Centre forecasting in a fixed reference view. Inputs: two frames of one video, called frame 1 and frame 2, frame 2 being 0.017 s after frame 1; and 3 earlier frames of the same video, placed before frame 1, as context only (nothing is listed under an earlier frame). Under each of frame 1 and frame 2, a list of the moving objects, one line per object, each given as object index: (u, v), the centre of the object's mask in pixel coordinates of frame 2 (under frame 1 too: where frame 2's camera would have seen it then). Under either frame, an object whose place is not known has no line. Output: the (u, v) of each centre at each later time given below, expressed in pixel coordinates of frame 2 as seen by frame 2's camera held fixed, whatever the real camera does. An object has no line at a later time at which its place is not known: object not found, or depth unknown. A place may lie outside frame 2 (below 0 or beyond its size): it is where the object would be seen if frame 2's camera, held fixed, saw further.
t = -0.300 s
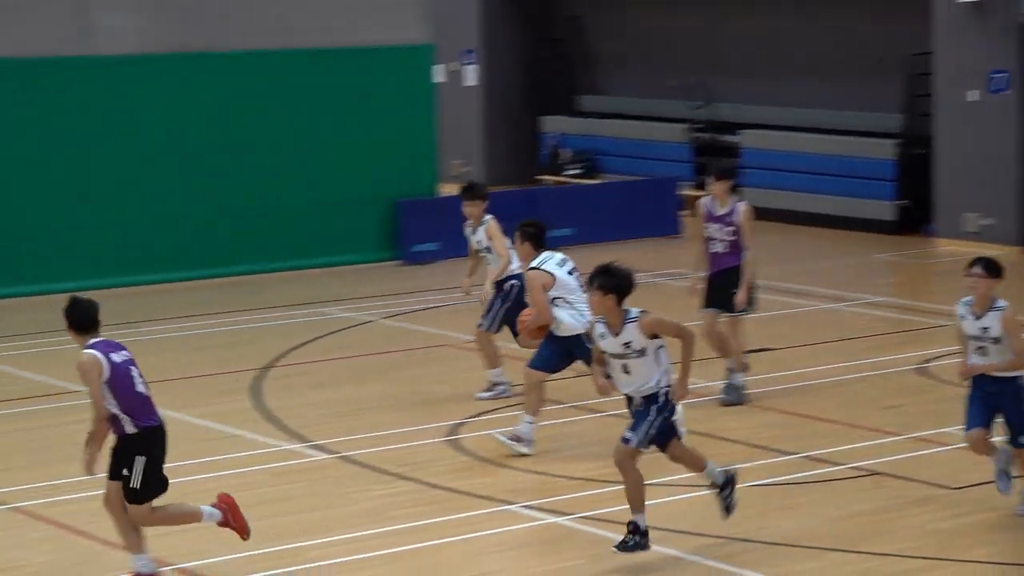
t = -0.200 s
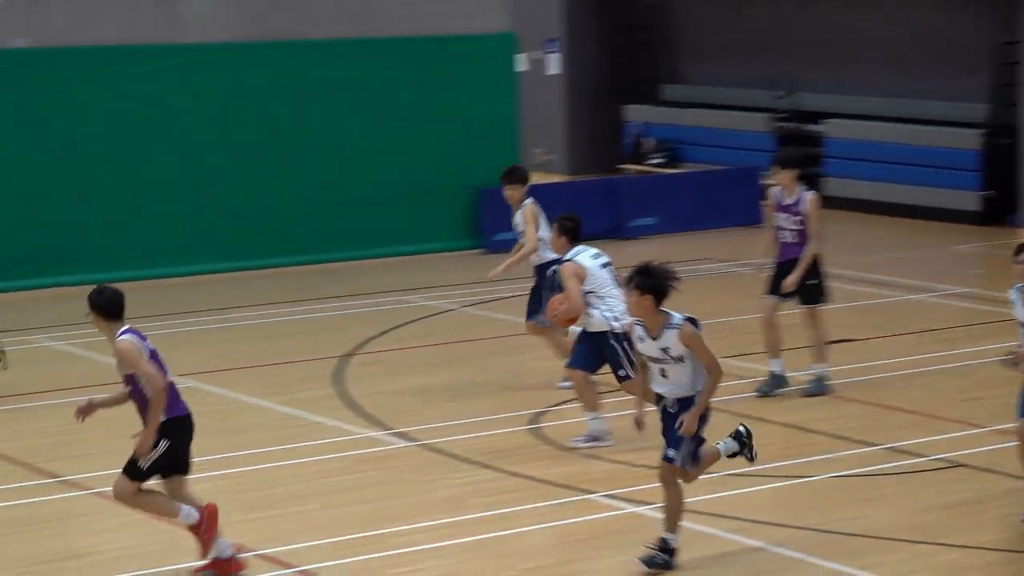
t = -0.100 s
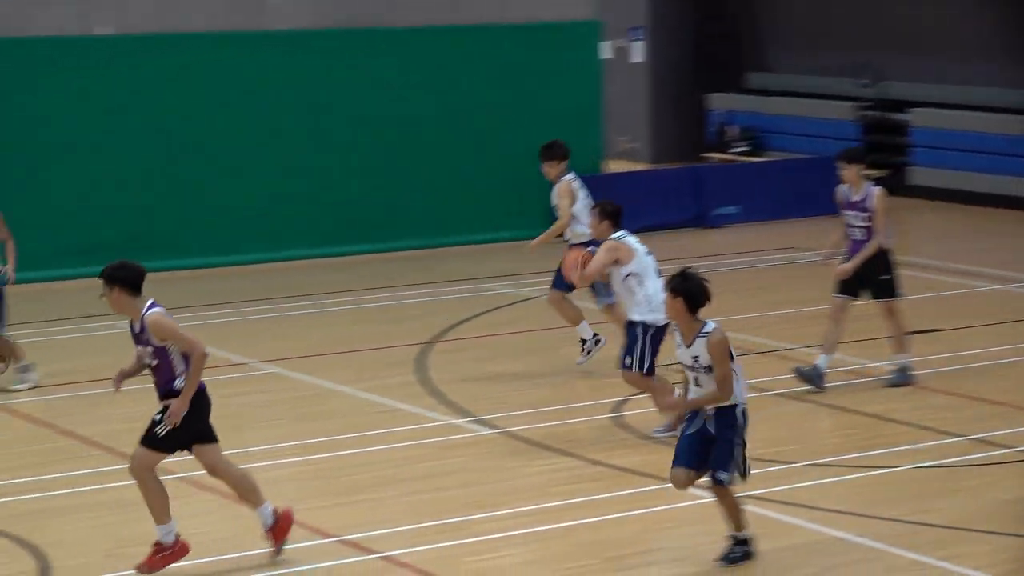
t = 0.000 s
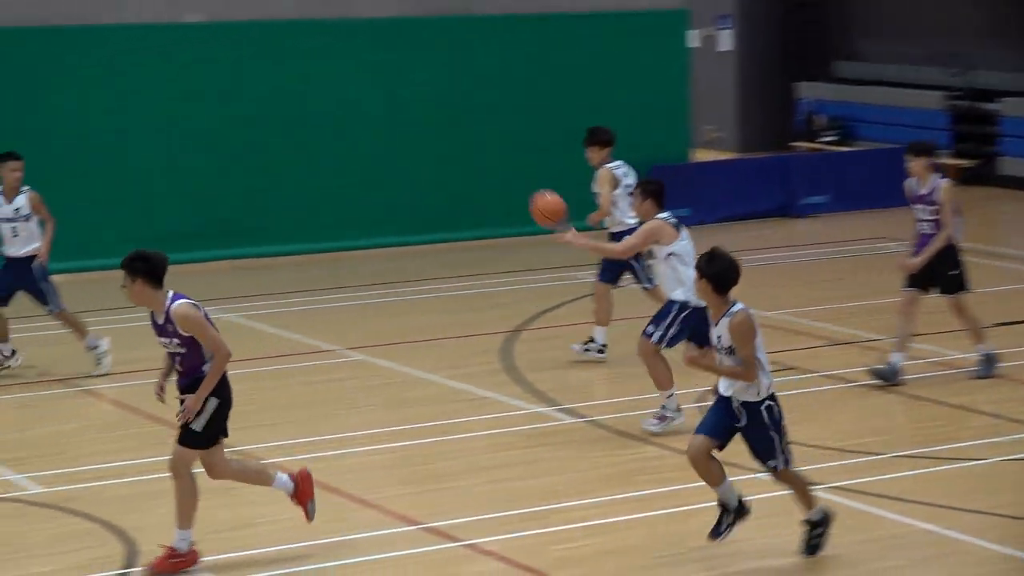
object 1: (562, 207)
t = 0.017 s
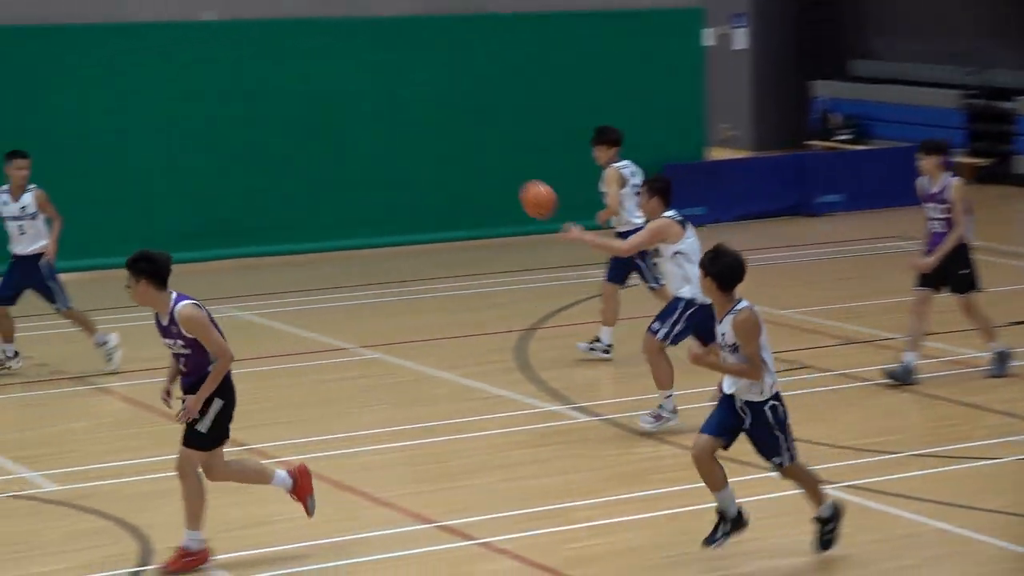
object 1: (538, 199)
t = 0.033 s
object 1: (515, 192)
